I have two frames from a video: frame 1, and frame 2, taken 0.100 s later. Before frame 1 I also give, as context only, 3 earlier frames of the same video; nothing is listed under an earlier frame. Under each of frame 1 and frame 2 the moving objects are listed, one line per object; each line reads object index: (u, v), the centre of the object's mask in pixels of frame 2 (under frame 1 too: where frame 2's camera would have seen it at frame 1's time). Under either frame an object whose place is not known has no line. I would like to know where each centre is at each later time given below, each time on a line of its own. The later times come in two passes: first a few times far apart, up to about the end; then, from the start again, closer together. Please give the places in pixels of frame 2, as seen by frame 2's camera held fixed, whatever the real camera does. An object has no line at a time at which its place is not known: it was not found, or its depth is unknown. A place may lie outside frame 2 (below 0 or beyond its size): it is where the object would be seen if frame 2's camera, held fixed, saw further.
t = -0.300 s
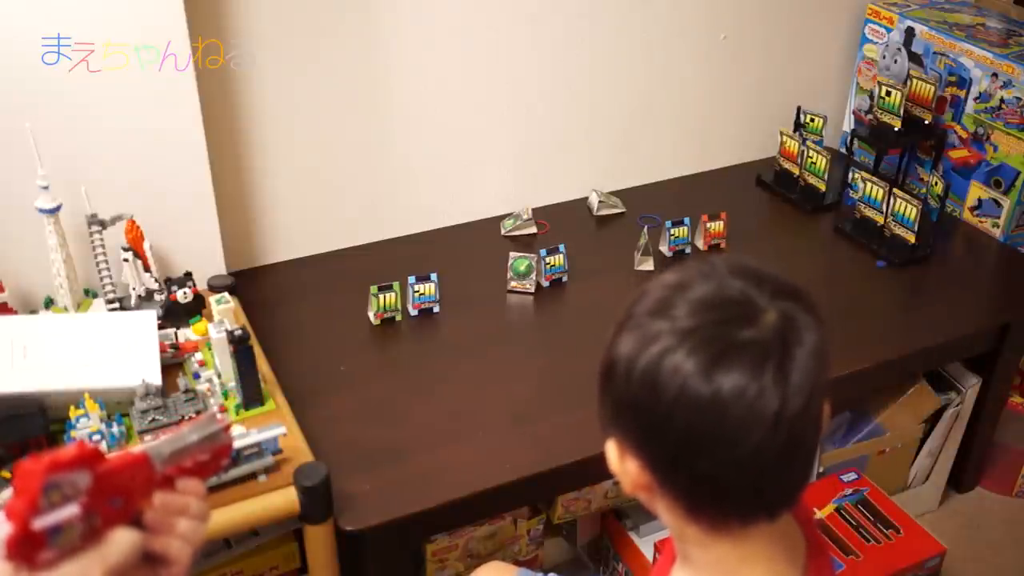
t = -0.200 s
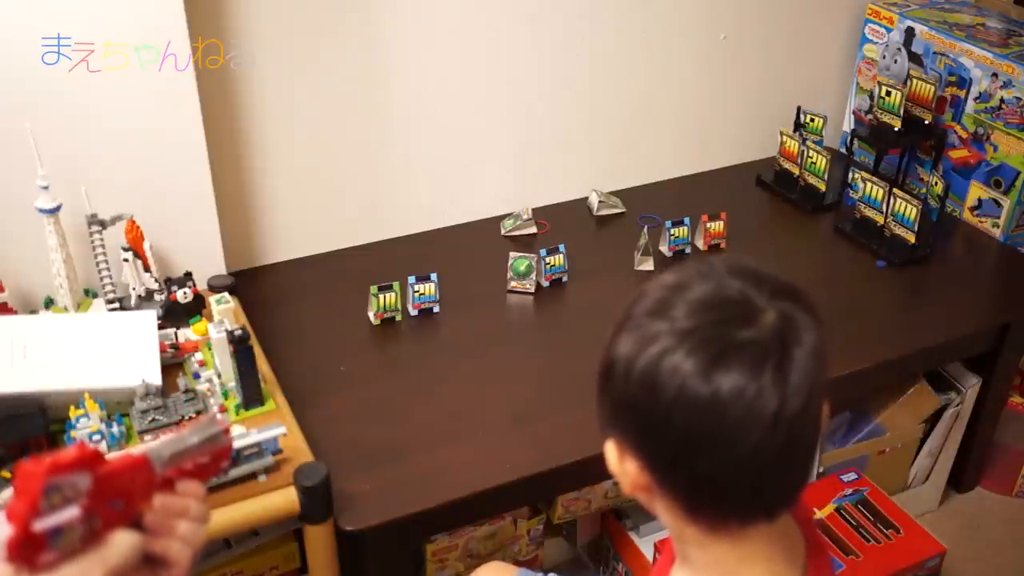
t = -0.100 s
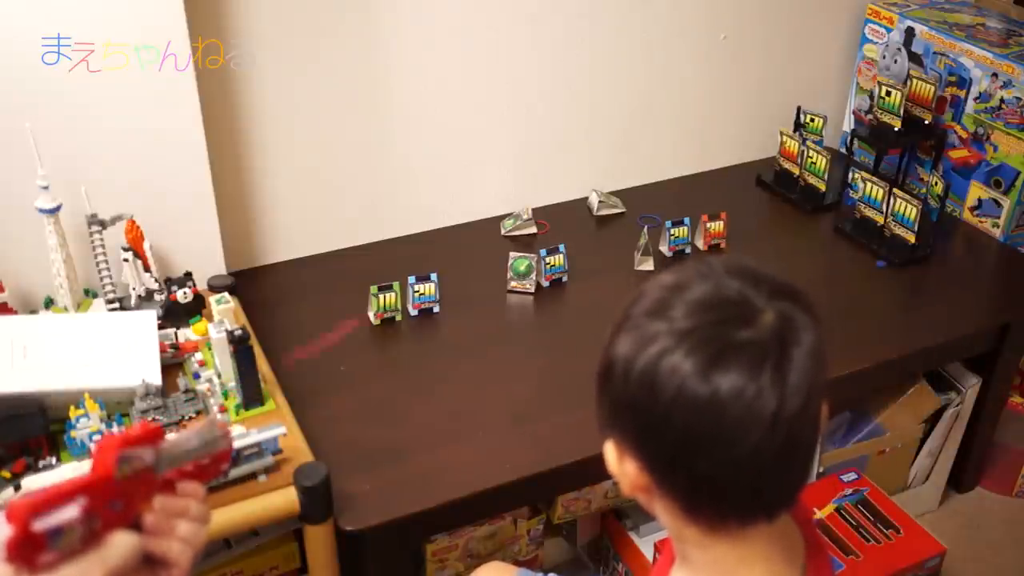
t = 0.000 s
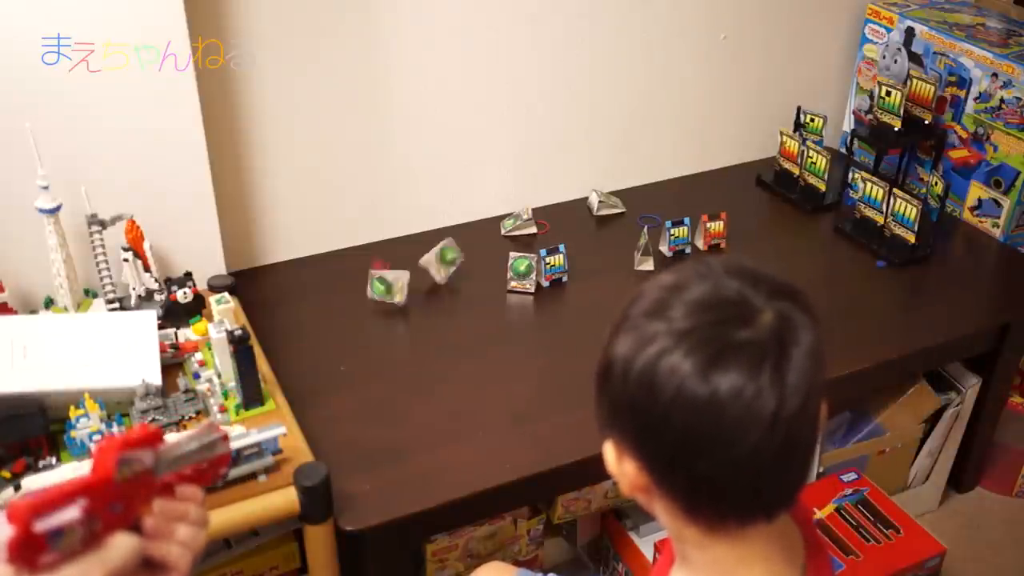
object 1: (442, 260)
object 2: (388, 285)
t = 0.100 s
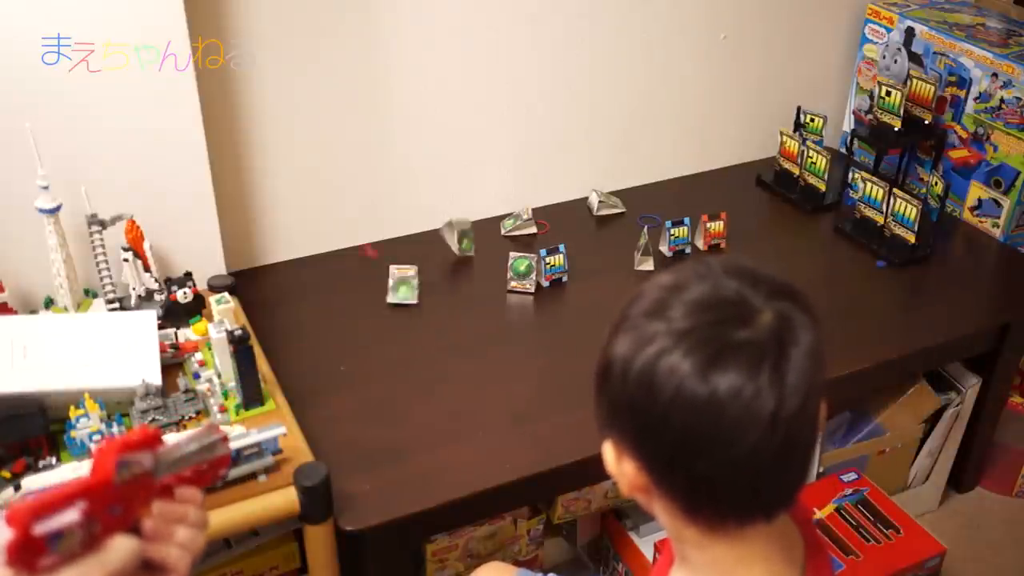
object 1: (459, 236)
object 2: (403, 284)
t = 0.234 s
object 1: (480, 221)
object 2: (414, 280)
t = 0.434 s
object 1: (485, 223)
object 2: (415, 279)
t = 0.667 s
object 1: (485, 223)
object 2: (415, 279)
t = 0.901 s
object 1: (485, 223)
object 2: (415, 279)
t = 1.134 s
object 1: (485, 223)
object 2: (415, 279)
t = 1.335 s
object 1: (485, 223)
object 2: (415, 279)
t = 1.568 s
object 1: (485, 223)
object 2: (415, 279)
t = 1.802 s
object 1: (485, 223)
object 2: (415, 279)
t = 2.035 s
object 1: (485, 224)
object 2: (415, 279)
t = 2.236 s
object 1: (485, 224)
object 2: (415, 279)
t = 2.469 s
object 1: (485, 224)
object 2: (415, 279)
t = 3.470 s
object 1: (484, 225)
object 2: (415, 279)
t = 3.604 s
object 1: (484, 225)
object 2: (415, 279)
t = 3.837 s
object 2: (415, 279)
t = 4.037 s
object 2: (415, 279)
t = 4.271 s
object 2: (415, 279)
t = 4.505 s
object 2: (415, 279)
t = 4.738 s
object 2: (415, 279)
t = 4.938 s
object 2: (415, 279)
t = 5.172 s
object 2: (415, 279)
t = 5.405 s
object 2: (415, 279)
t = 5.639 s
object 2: (415, 279)
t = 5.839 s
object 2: (415, 279)
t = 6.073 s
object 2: (415, 279)
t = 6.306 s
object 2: (415, 279)
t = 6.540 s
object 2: (415, 279)
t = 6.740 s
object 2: (415, 279)
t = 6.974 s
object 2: (415, 279)
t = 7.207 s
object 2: (415, 279)
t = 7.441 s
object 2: (415, 279)
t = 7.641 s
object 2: (415, 279)
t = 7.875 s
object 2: (415, 279)
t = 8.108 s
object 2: (415, 279)
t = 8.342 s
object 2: (415, 279)
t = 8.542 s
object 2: (415, 279)
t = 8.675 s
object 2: (415, 279)
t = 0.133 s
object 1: (464, 232)
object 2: (407, 284)
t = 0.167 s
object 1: (467, 227)
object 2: (409, 282)
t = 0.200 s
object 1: (474, 229)
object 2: (411, 280)
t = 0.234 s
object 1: (480, 221)
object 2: (414, 280)
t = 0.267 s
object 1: (485, 220)
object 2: (415, 279)
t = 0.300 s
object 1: (486, 221)
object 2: (415, 279)
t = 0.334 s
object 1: (485, 223)
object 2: (415, 279)
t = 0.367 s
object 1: (485, 223)
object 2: (415, 279)
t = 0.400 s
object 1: (485, 223)
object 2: (415, 279)
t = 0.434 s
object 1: (485, 223)
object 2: (415, 279)
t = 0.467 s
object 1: (484, 223)
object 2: (415, 279)
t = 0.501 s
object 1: (484, 223)
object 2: (415, 279)
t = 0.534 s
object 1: (485, 223)
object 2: (415, 279)
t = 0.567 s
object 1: (485, 223)
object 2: (415, 279)
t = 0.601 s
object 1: (485, 223)
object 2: (415, 279)
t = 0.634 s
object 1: (485, 223)
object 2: (415, 279)
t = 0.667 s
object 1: (485, 223)
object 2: (415, 279)
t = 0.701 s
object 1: (485, 223)
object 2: (415, 279)
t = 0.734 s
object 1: (485, 223)
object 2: (415, 279)
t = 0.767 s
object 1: (485, 223)
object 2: (415, 279)
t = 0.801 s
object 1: (485, 223)
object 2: (415, 279)
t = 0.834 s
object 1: (485, 223)
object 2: (415, 279)
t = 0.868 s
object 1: (485, 223)
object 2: (415, 279)
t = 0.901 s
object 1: (485, 223)
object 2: (415, 279)
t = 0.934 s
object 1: (485, 223)
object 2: (415, 279)
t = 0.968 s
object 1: (485, 223)
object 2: (415, 279)
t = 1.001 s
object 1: (485, 223)
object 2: (415, 279)
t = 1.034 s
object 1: (485, 223)
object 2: (415, 279)
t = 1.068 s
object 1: (485, 223)
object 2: (415, 279)
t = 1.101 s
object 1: (485, 223)
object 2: (415, 279)
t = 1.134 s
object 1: (485, 223)
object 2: (415, 279)
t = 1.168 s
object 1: (485, 223)
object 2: (415, 279)
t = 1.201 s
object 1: (485, 223)
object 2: (415, 279)
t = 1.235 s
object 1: (485, 223)
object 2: (415, 279)
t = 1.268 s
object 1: (485, 223)
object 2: (415, 279)
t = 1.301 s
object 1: (485, 223)
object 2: (415, 279)
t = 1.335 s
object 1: (485, 223)
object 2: (415, 279)
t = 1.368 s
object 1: (485, 223)
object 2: (415, 279)
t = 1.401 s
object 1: (485, 223)
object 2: (415, 279)
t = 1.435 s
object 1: (485, 223)
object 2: (415, 279)
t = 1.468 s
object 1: (485, 223)
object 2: (415, 279)
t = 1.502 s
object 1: (485, 223)
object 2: (415, 279)
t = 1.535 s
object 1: (485, 223)
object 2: (415, 279)
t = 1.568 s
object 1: (485, 223)
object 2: (415, 279)
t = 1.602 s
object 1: (485, 223)
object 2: (415, 279)
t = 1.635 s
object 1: (485, 223)
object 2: (415, 279)
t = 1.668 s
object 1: (485, 223)
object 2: (415, 279)
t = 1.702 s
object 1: (485, 223)
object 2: (415, 279)
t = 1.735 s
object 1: (485, 223)
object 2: (415, 279)
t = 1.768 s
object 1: (485, 223)
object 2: (415, 279)
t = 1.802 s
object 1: (485, 223)
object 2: (415, 279)
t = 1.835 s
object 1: (485, 224)
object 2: (415, 279)
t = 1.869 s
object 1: (485, 223)
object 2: (415, 279)
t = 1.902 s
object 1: (485, 224)
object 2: (415, 279)
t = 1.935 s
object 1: (485, 224)
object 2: (415, 279)
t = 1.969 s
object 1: (485, 224)
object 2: (415, 279)
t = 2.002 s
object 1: (485, 224)
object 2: (415, 279)
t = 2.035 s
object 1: (485, 224)
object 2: (415, 279)
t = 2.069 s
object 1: (485, 224)
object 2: (415, 279)
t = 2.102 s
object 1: (485, 224)
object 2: (415, 279)
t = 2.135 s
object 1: (484, 224)
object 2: (415, 279)
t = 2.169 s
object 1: (485, 224)
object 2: (415, 279)
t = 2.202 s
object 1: (485, 224)
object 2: (415, 279)
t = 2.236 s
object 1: (485, 224)
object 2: (415, 279)
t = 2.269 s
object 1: (485, 224)
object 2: (415, 279)
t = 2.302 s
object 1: (485, 224)
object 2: (415, 279)
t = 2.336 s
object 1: (485, 224)
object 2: (415, 279)
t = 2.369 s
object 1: (485, 224)
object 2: (415, 279)
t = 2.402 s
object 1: (485, 224)
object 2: (415, 279)
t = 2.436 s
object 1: (485, 224)
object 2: (415, 279)
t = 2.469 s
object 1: (485, 224)
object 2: (415, 279)
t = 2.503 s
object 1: (485, 224)
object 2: (415, 279)
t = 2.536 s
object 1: (485, 224)
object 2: (415, 279)
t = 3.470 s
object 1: (484, 225)
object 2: (415, 279)
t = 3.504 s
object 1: (484, 225)
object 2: (415, 279)
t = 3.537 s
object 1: (484, 225)
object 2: (415, 279)
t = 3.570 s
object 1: (484, 225)
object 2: (415, 279)
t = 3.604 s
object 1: (484, 225)
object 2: (415, 279)
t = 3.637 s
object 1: (484, 225)
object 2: (415, 279)
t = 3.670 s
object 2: (415, 279)
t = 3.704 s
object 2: (415, 279)
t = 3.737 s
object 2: (415, 279)
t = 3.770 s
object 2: (415, 279)
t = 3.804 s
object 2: (415, 279)
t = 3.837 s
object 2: (415, 279)
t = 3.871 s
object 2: (415, 279)
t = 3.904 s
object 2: (415, 279)
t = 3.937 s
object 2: (415, 279)
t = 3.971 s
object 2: (416, 279)
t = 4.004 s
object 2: (416, 279)
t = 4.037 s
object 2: (415, 279)
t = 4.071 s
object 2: (415, 279)
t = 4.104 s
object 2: (415, 279)
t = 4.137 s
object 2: (415, 279)
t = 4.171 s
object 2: (415, 279)
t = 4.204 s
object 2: (415, 279)
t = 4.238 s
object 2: (415, 279)
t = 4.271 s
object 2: (415, 279)
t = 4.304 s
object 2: (415, 279)
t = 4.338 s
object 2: (415, 279)
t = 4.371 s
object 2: (415, 279)
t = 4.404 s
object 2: (415, 279)
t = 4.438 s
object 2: (415, 279)
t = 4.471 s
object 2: (415, 279)
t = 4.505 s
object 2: (415, 279)
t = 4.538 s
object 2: (415, 279)
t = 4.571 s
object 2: (415, 279)
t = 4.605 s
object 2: (415, 279)
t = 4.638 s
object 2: (415, 279)
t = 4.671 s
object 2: (415, 279)
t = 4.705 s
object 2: (415, 279)
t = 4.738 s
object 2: (415, 279)
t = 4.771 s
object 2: (415, 279)
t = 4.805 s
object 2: (415, 279)
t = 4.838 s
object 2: (415, 279)
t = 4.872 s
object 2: (415, 279)
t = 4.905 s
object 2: (415, 279)
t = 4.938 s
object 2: (415, 279)
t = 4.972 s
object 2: (415, 279)
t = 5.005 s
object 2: (415, 279)
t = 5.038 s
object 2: (415, 279)
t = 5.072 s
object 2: (415, 279)
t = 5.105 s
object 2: (415, 279)
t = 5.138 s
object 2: (415, 279)
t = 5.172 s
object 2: (415, 279)
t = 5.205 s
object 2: (415, 279)
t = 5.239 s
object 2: (415, 279)
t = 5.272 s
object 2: (415, 279)
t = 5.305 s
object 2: (415, 279)
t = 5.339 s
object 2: (415, 279)
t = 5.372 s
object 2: (415, 279)
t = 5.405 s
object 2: (415, 279)
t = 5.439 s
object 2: (415, 279)
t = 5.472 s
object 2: (415, 279)
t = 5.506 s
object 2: (415, 279)
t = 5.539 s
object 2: (415, 279)
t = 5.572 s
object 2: (415, 279)
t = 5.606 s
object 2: (415, 279)
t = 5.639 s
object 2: (415, 279)
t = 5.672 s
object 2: (415, 279)
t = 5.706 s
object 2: (415, 279)
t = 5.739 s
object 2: (415, 279)
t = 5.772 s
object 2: (415, 279)
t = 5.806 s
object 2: (415, 279)
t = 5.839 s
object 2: (415, 279)
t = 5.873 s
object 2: (415, 279)
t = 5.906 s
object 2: (415, 279)
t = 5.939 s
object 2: (415, 279)
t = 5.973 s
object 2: (415, 279)
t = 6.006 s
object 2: (415, 279)
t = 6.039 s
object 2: (415, 279)
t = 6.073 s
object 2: (415, 279)
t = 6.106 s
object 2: (415, 279)
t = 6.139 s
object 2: (415, 279)
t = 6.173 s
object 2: (415, 279)
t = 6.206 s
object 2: (415, 279)
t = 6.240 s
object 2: (415, 279)
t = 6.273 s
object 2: (415, 279)
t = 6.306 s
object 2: (415, 279)
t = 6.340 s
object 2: (415, 279)
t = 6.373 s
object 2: (415, 279)
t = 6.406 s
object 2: (415, 279)
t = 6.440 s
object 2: (415, 279)
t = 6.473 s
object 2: (415, 279)
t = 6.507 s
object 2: (415, 279)
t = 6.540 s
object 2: (415, 279)
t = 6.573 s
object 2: (415, 279)
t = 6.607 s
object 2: (415, 279)
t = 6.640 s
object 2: (415, 279)
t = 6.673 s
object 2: (415, 279)
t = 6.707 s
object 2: (415, 279)
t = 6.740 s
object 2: (415, 279)
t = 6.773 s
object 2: (415, 279)
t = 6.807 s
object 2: (415, 279)
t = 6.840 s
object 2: (415, 279)
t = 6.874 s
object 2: (415, 279)
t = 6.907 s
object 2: (415, 279)
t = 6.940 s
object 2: (415, 279)
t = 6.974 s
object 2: (415, 279)
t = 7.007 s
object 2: (415, 279)
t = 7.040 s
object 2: (415, 279)
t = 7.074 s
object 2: (415, 279)
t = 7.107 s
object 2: (415, 279)
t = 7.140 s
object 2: (415, 279)
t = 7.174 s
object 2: (415, 279)
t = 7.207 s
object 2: (415, 279)
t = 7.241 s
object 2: (415, 279)
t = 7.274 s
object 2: (415, 279)
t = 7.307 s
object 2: (415, 279)
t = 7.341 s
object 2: (415, 279)
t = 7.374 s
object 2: (415, 279)
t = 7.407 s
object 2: (415, 279)
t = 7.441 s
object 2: (415, 279)
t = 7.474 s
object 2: (415, 279)
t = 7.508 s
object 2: (415, 279)
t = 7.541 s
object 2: (415, 279)
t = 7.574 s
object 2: (415, 279)
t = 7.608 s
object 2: (415, 279)
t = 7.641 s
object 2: (415, 279)
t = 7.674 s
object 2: (415, 279)
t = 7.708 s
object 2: (415, 279)
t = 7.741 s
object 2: (415, 279)
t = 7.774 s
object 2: (415, 279)
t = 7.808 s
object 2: (415, 279)
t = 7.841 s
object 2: (415, 279)
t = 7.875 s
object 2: (415, 279)
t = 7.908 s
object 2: (415, 279)
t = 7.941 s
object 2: (415, 279)
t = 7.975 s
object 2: (415, 279)
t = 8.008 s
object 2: (415, 279)
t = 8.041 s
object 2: (415, 279)
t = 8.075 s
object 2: (415, 279)
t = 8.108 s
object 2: (415, 279)
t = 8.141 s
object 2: (415, 279)
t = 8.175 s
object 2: (415, 279)
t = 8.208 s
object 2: (415, 279)
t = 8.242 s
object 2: (415, 279)
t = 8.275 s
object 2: (415, 279)
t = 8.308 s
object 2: (415, 279)
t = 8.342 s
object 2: (415, 279)
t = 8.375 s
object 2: (415, 279)
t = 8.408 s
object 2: (415, 279)
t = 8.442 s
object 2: (415, 279)
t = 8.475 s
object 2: (415, 279)
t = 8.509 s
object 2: (415, 279)
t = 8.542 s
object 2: (415, 279)
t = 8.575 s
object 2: (415, 279)
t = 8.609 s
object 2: (415, 279)
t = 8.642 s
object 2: (415, 279)
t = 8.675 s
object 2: (415, 279)
